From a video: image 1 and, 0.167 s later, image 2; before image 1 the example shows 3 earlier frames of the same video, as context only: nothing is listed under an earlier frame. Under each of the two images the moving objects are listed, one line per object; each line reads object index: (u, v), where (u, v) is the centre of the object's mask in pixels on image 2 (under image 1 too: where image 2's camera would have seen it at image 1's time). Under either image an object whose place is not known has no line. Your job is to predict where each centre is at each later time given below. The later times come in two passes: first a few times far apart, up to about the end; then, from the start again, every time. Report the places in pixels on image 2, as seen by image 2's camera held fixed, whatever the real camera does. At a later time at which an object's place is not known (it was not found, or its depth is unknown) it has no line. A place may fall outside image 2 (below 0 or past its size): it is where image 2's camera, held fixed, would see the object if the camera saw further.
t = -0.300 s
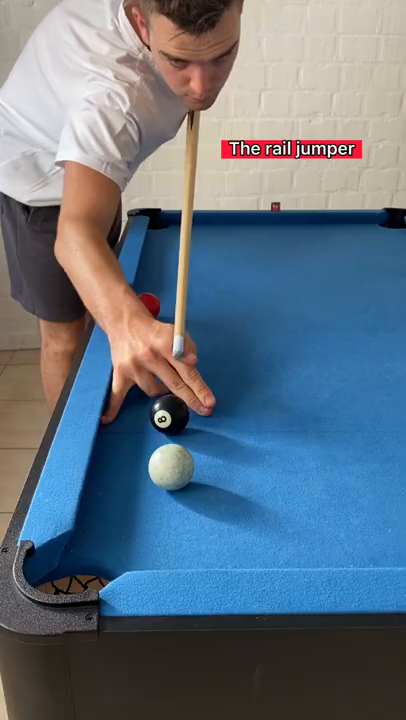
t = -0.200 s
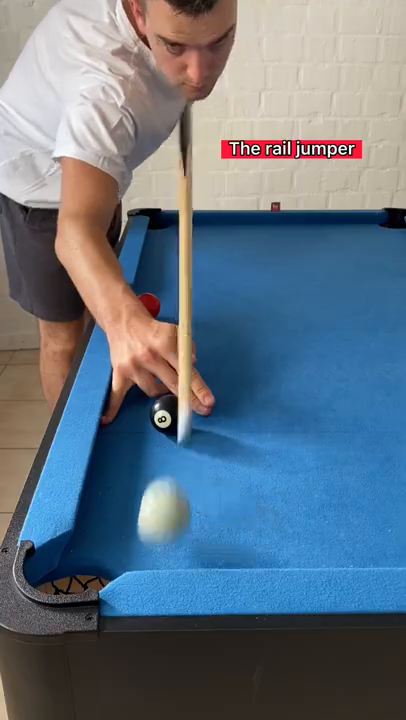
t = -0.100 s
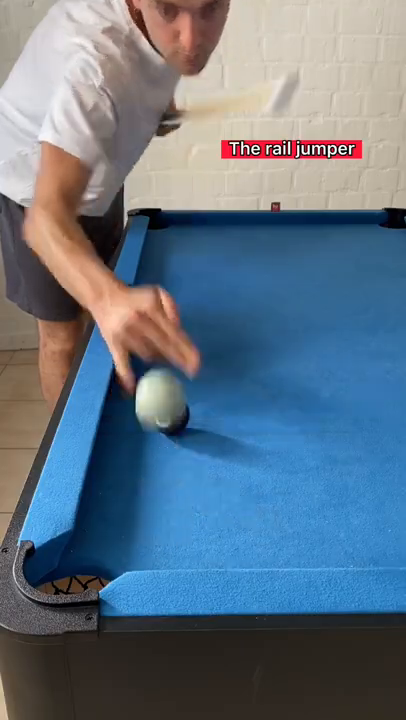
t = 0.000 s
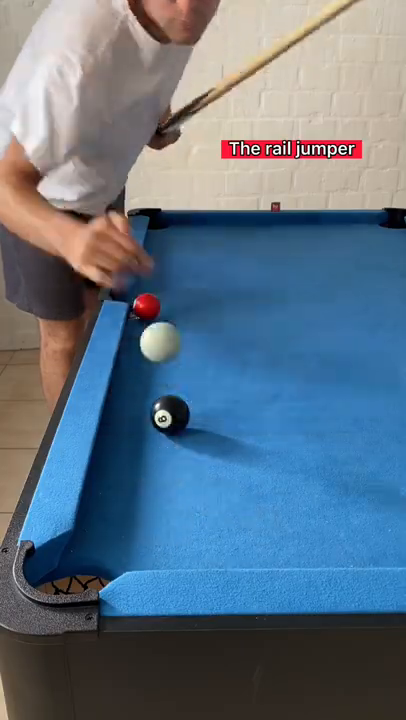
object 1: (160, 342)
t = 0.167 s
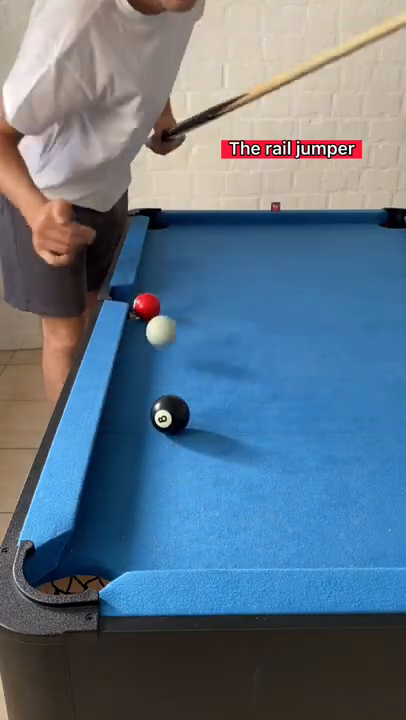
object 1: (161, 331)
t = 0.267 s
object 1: (162, 321)
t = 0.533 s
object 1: (192, 300)
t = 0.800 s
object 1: (223, 287)
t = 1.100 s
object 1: (251, 274)
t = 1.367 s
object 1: (273, 265)
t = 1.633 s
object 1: (291, 258)
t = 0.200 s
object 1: (161, 328)
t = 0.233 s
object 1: (161, 326)
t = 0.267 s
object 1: (162, 321)
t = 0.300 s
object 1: (162, 316)
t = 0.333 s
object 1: (165, 313)
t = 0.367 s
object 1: (170, 310)
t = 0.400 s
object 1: (174, 308)
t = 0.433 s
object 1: (179, 306)
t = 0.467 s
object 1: (183, 304)
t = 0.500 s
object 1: (188, 302)
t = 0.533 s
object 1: (192, 300)
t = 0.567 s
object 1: (197, 298)
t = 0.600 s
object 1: (200, 297)
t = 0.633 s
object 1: (204, 295)
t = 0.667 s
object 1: (208, 293)
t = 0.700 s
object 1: (212, 291)
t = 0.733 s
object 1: (216, 290)
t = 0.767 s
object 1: (219, 288)
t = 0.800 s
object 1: (223, 287)
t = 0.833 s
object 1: (226, 285)
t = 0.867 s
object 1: (230, 284)
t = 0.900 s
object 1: (233, 282)
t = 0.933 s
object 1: (236, 281)
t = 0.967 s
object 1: (240, 279)
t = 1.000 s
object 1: (242, 278)
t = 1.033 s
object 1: (245, 277)
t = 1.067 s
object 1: (249, 275)
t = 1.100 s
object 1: (251, 274)
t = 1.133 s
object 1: (254, 273)
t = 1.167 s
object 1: (257, 272)
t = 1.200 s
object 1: (260, 271)
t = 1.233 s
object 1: (262, 269)
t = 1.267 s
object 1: (265, 268)
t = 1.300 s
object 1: (268, 267)
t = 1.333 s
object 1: (270, 266)
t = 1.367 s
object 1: (273, 265)
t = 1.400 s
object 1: (275, 264)
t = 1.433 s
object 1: (277, 263)
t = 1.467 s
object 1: (280, 262)
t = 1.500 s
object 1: (282, 261)
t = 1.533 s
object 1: (284, 260)
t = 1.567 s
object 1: (286, 259)
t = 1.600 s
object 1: (289, 259)
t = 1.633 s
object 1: (291, 258)
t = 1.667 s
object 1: (293, 257)
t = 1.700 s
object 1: (295, 256)
